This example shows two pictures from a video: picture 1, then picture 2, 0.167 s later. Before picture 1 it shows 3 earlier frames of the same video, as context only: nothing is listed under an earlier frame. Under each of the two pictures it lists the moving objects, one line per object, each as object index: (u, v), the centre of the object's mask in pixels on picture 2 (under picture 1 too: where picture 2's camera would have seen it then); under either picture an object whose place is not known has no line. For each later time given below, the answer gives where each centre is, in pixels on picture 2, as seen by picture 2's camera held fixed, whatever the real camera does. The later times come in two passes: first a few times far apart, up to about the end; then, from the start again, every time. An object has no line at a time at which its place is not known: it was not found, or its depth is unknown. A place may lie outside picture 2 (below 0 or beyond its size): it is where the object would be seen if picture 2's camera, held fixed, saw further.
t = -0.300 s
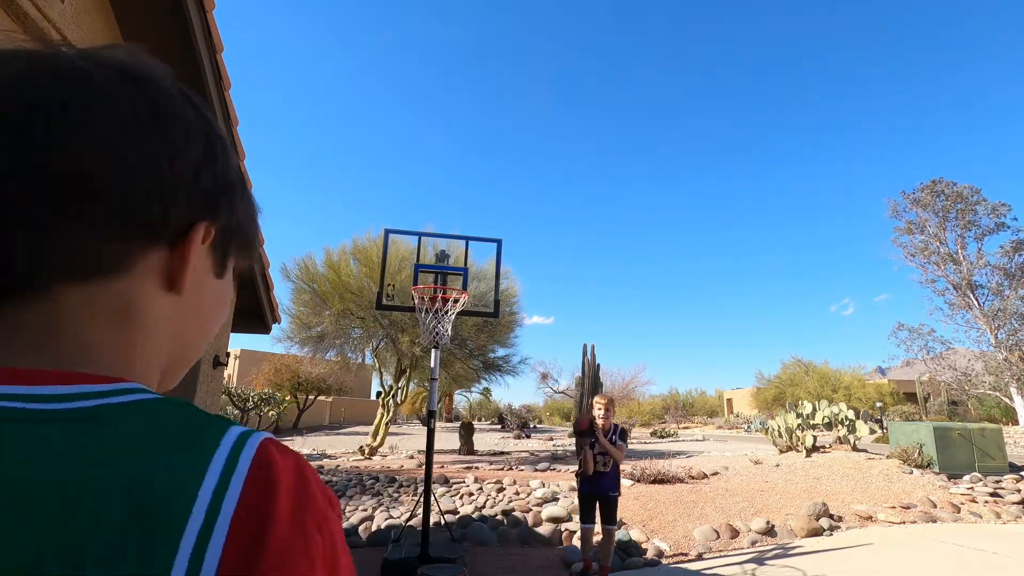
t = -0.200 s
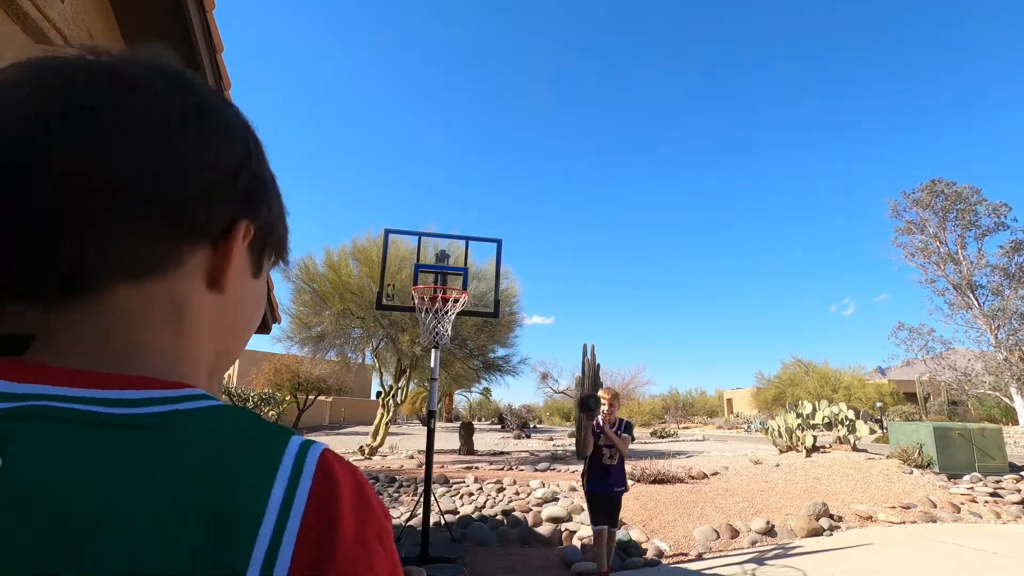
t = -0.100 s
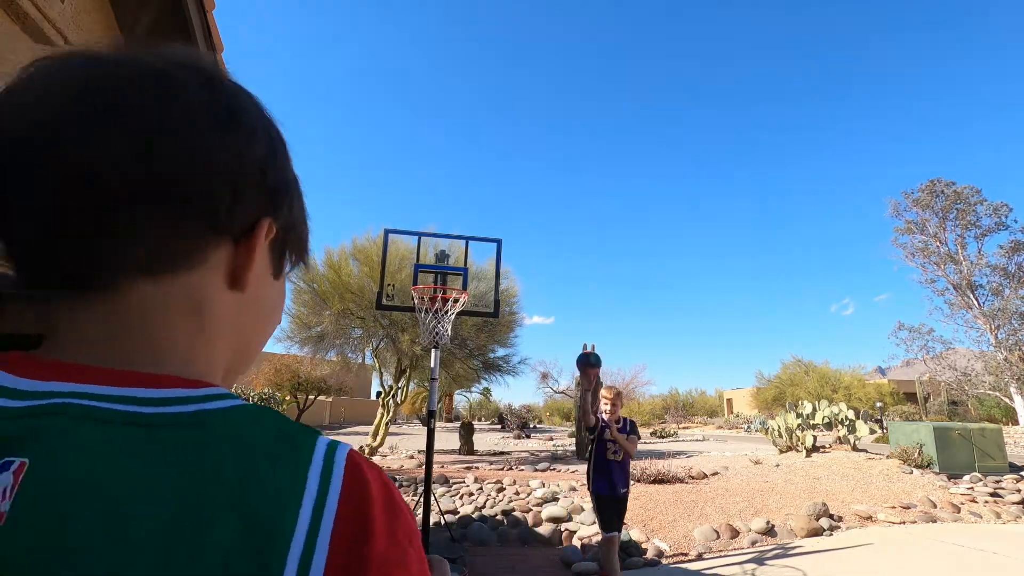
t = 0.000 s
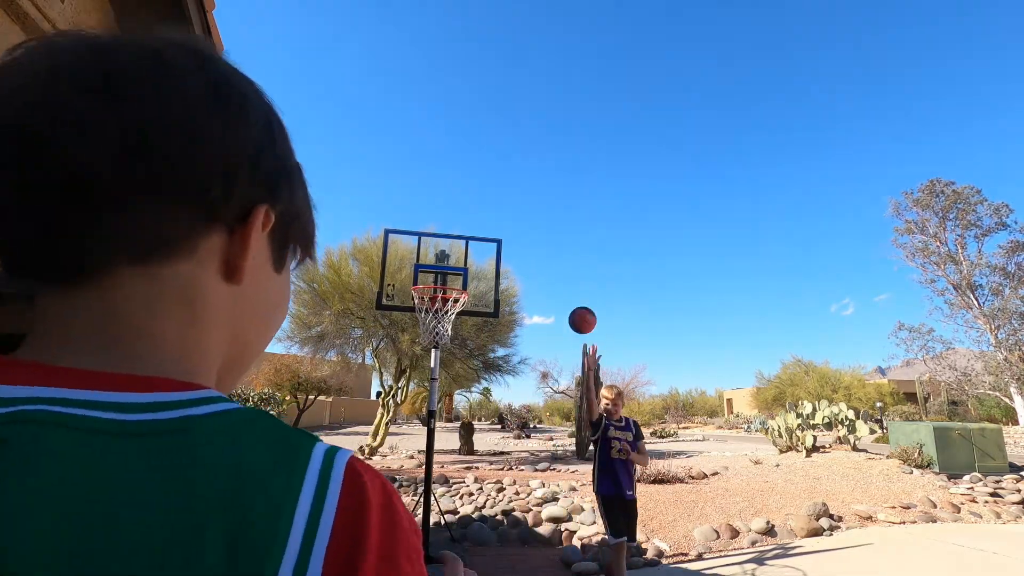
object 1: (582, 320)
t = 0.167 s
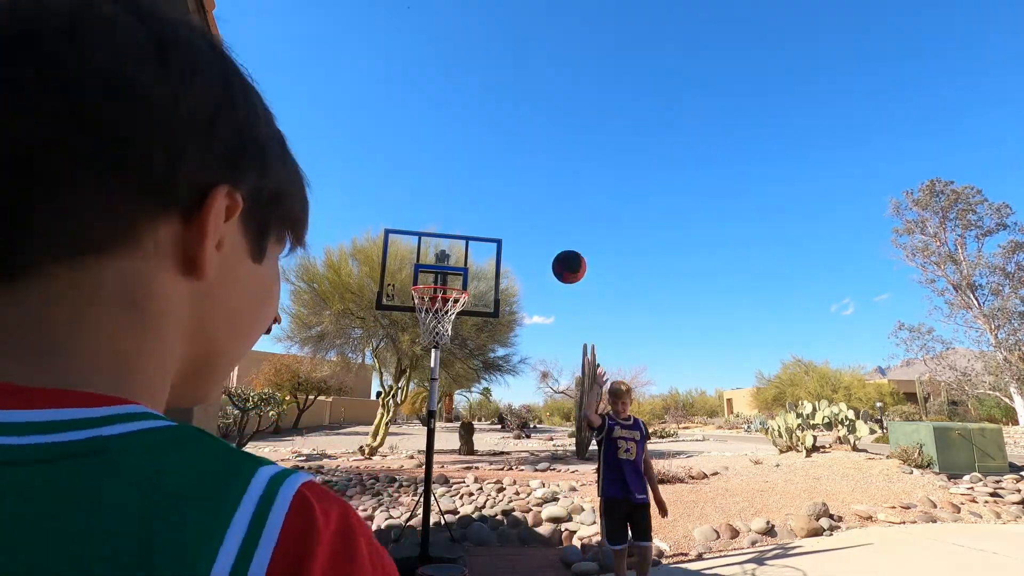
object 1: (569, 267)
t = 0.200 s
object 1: (565, 260)
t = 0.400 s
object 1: (533, 260)
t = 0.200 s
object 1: (565, 260)
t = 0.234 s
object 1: (562, 254)
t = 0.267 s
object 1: (557, 250)
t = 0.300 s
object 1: (552, 248)
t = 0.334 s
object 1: (547, 249)
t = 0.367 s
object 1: (540, 253)
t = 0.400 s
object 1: (533, 260)
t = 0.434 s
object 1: (525, 271)
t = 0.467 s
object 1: (514, 289)
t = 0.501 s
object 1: (502, 314)
